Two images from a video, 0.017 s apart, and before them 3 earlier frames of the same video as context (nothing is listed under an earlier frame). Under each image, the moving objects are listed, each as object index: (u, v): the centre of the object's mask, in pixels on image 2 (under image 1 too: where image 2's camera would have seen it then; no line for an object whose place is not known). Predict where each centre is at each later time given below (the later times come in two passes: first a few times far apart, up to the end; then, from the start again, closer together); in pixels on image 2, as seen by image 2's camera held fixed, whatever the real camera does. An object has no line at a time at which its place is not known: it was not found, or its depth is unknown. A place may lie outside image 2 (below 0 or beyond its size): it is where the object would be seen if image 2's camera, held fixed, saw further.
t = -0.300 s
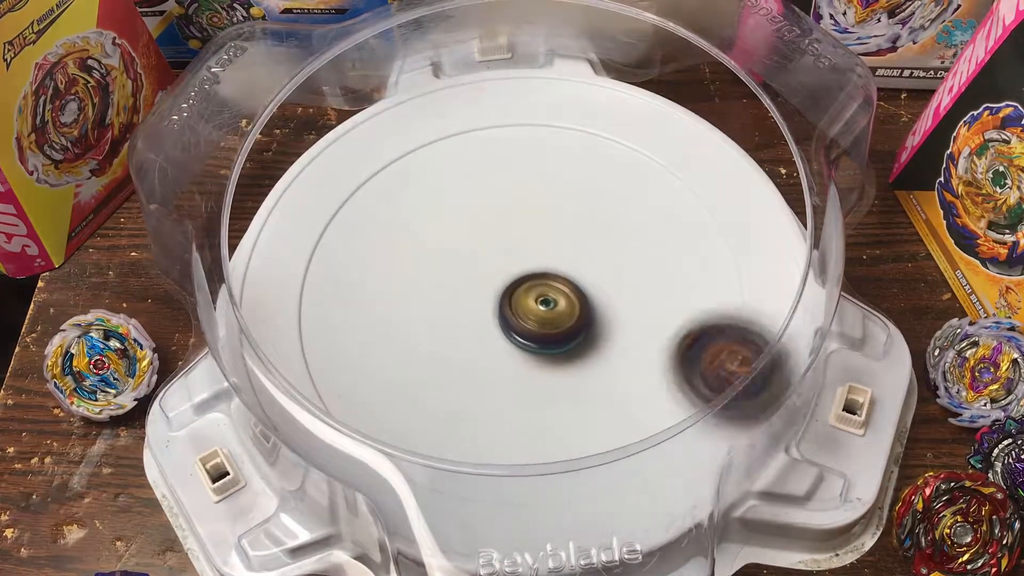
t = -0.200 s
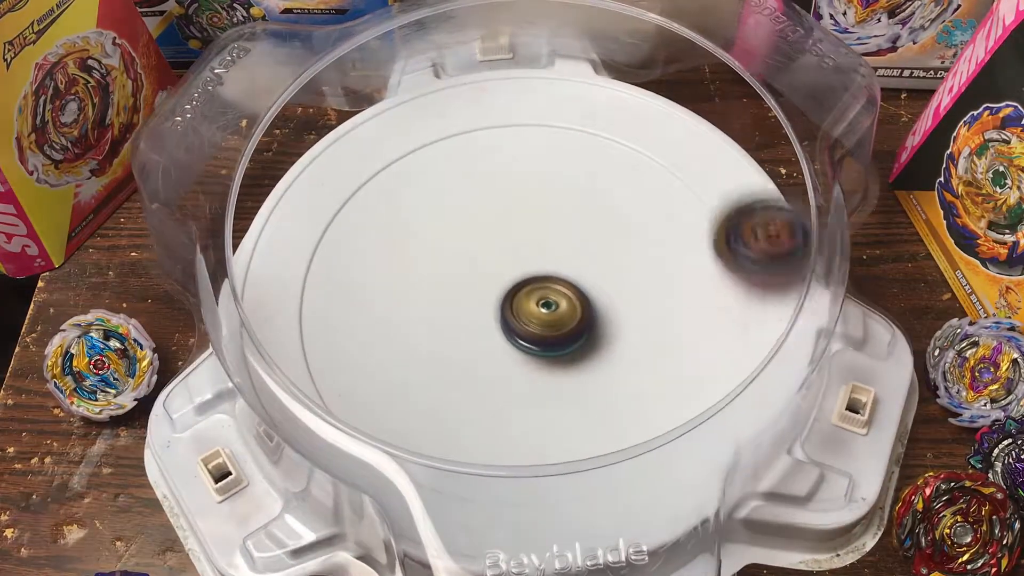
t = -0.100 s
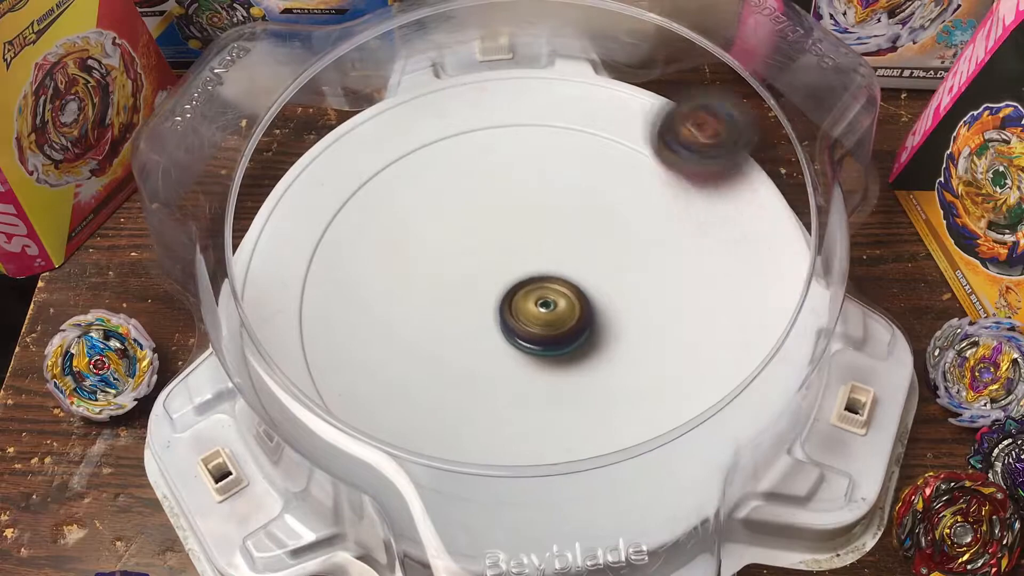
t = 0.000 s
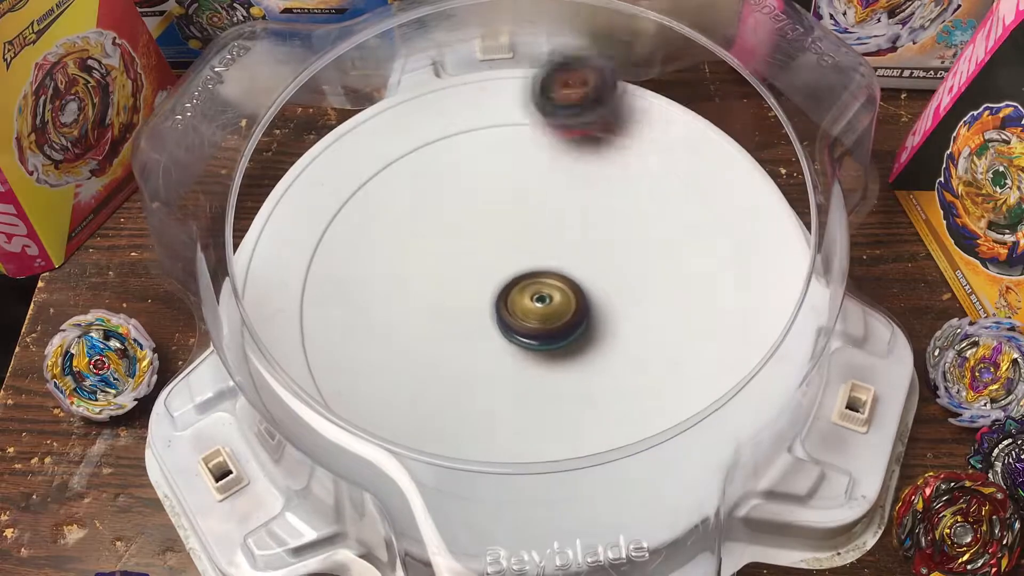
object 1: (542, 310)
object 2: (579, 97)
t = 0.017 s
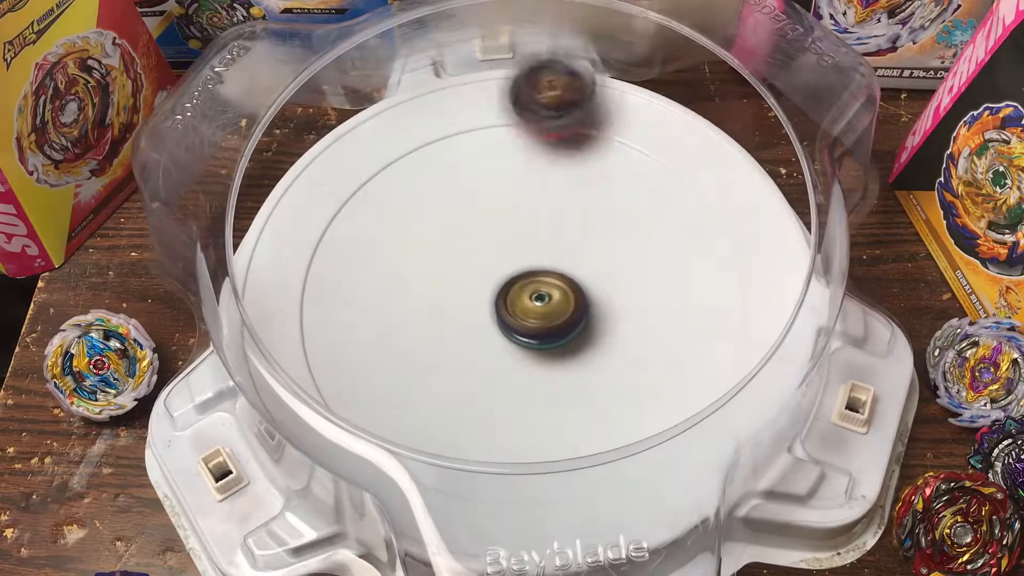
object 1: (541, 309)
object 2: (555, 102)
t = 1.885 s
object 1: (504, 300)
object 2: (519, 172)
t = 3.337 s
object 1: (546, 247)
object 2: (485, 359)
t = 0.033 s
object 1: (540, 308)
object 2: (531, 106)
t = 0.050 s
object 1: (539, 306)
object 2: (505, 112)
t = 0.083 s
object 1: (538, 303)
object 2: (462, 124)
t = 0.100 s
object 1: (537, 302)
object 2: (439, 133)
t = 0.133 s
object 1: (536, 298)
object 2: (396, 155)
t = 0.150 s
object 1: (536, 296)
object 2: (375, 170)
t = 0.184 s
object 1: (535, 293)
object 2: (336, 204)
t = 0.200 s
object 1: (534, 291)
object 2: (319, 223)
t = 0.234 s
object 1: (534, 288)
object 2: (315, 276)
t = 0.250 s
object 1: (534, 286)
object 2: (313, 302)
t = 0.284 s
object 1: (533, 284)
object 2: (319, 349)
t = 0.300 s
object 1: (533, 282)
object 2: (319, 364)
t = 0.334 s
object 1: (533, 279)
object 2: (331, 414)
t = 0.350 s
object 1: (534, 278)
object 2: (346, 430)
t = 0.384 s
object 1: (534, 276)
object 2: (399, 461)
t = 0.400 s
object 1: (535, 274)
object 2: (425, 472)
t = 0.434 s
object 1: (535, 273)
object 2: (473, 487)
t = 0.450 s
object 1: (536, 272)
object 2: (497, 486)
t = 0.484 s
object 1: (536, 271)
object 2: (553, 483)
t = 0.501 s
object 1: (536, 271)
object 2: (581, 476)
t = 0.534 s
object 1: (537, 271)
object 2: (631, 460)
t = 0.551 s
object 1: (537, 271)
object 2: (655, 447)
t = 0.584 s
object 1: (536, 271)
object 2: (695, 417)
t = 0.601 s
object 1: (536, 272)
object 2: (713, 400)
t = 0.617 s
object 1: (536, 272)
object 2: (723, 377)
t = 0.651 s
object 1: (536, 274)
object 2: (752, 347)
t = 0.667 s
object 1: (535, 274)
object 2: (759, 328)
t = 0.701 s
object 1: (535, 276)
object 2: (763, 289)
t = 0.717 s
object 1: (534, 277)
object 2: (763, 268)
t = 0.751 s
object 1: (533, 278)
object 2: (760, 230)
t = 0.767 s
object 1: (532, 278)
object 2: (754, 214)
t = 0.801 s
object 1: (531, 280)
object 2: (738, 178)
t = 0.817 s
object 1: (529, 280)
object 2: (727, 163)
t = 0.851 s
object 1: (528, 281)
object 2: (701, 132)
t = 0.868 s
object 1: (526, 281)
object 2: (684, 119)
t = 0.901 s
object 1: (524, 282)
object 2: (651, 102)
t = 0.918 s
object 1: (523, 282)
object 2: (633, 94)
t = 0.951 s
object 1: (520, 283)
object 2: (587, 103)
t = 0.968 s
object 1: (519, 283)
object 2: (565, 107)
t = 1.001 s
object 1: (516, 283)
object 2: (523, 118)
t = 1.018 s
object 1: (514, 283)
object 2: (501, 123)
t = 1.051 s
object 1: (512, 283)
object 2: (460, 138)
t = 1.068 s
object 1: (510, 283)
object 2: (443, 149)
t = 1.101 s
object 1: (508, 283)
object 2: (404, 170)
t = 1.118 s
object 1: (507, 283)
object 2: (386, 184)
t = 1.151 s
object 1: (504, 283)
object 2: (355, 217)
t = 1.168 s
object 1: (503, 283)
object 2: (341, 235)
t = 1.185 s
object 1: (503, 283)
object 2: (328, 254)
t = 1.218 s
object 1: (501, 284)
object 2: (309, 292)
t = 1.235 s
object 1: (501, 284)
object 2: (310, 316)
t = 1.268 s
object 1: (500, 283)
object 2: (327, 353)
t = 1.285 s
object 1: (500, 284)
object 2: (340, 371)
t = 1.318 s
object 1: (499, 284)
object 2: (372, 399)
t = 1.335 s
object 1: (499, 283)
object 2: (385, 410)
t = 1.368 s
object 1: (498, 284)
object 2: (428, 443)
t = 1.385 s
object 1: (498, 284)
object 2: (449, 454)
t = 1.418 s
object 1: (498, 284)
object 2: (490, 468)
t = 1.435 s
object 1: (498, 284)
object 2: (513, 471)
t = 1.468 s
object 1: (497, 285)
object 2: (560, 466)
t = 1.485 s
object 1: (497, 285)
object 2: (581, 460)
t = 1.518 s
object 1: (497, 285)
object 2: (619, 440)
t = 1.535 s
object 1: (497, 285)
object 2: (634, 424)
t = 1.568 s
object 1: (497, 286)
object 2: (659, 392)
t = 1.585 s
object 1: (498, 286)
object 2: (672, 378)
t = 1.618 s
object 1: (498, 287)
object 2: (687, 350)
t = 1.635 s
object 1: (498, 288)
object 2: (689, 333)
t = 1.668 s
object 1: (498, 289)
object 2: (685, 300)
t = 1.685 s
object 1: (499, 289)
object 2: (679, 284)
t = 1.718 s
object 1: (499, 291)
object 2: (662, 255)
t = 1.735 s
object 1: (500, 292)
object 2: (651, 242)
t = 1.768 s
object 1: (501, 295)
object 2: (626, 219)
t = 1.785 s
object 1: (501, 295)
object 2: (612, 209)
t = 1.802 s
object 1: (501, 296)
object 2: (598, 200)
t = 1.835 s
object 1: (503, 298)
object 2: (568, 185)
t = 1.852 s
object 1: (503, 299)
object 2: (552, 179)
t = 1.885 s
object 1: (504, 300)
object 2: (519, 172)
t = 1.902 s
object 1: (504, 302)
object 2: (503, 169)
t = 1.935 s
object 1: (506, 303)
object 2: (469, 168)
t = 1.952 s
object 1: (507, 304)
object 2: (451, 168)
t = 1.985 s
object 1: (508, 305)
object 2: (420, 174)
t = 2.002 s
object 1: (508, 305)
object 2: (405, 178)
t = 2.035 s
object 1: (510, 307)
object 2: (376, 191)
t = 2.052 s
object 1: (511, 308)
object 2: (364, 199)
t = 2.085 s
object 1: (513, 309)
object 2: (342, 219)
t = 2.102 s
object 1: (514, 309)
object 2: (338, 234)
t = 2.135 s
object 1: (516, 310)
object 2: (322, 259)
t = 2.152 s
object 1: (517, 310)
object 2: (317, 272)
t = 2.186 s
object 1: (519, 310)
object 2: (320, 303)
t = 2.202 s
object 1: (520, 310)
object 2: (323, 319)
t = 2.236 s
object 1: (522, 311)
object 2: (337, 351)
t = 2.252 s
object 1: (522, 311)
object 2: (342, 360)
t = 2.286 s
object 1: (523, 310)
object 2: (376, 387)
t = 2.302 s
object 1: (523, 310)
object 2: (391, 396)
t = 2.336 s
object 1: (524, 310)
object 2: (428, 409)
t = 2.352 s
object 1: (524, 309)
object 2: (446, 413)
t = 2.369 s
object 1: (525, 309)
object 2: (466, 415)
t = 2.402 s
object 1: (525, 308)
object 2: (508, 415)
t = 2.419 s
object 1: (525, 308)
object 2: (528, 411)
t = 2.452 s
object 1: (526, 307)
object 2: (565, 399)
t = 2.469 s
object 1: (526, 307)
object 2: (582, 390)
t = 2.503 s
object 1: (526, 306)
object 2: (611, 367)
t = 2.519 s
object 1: (526, 305)
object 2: (623, 355)
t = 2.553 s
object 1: (527, 304)
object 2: (642, 327)
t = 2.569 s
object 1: (527, 304)
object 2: (649, 313)
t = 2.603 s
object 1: (528, 303)
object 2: (657, 283)
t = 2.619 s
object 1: (528, 302)
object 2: (659, 270)
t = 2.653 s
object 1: (529, 301)
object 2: (659, 242)
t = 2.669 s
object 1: (529, 300)
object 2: (656, 227)
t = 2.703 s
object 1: (530, 299)
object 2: (648, 204)
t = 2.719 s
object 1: (531, 298)
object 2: (641, 192)
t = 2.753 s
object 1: (531, 296)
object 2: (627, 171)
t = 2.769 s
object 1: (532, 294)
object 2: (619, 161)
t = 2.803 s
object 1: (534, 291)
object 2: (601, 144)
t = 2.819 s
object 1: (535, 289)
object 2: (590, 137)
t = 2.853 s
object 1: (536, 286)
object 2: (567, 124)
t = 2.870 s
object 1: (537, 284)
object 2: (555, 121)
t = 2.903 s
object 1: (539, 281)
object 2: (529, 117)
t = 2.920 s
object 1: (540, 280)
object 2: (516, 117)
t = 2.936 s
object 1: (540, 279)
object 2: (502, 118)
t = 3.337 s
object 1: (546, 247)
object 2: (485, 359)
